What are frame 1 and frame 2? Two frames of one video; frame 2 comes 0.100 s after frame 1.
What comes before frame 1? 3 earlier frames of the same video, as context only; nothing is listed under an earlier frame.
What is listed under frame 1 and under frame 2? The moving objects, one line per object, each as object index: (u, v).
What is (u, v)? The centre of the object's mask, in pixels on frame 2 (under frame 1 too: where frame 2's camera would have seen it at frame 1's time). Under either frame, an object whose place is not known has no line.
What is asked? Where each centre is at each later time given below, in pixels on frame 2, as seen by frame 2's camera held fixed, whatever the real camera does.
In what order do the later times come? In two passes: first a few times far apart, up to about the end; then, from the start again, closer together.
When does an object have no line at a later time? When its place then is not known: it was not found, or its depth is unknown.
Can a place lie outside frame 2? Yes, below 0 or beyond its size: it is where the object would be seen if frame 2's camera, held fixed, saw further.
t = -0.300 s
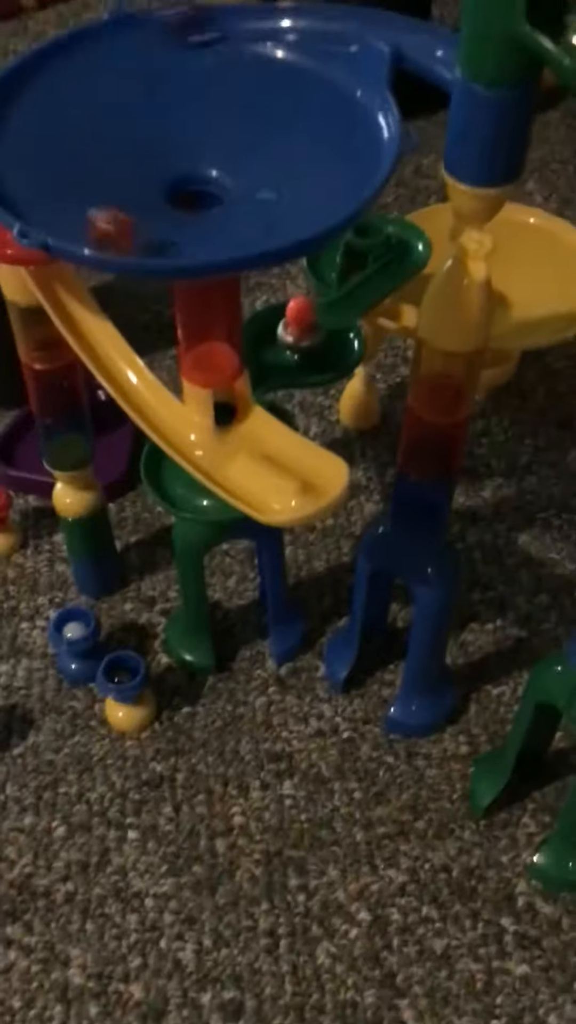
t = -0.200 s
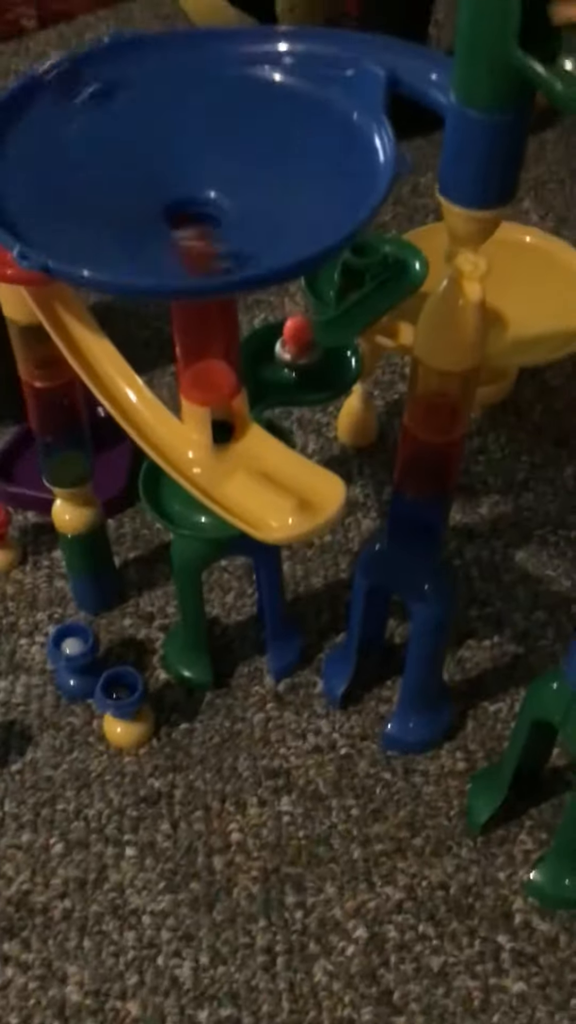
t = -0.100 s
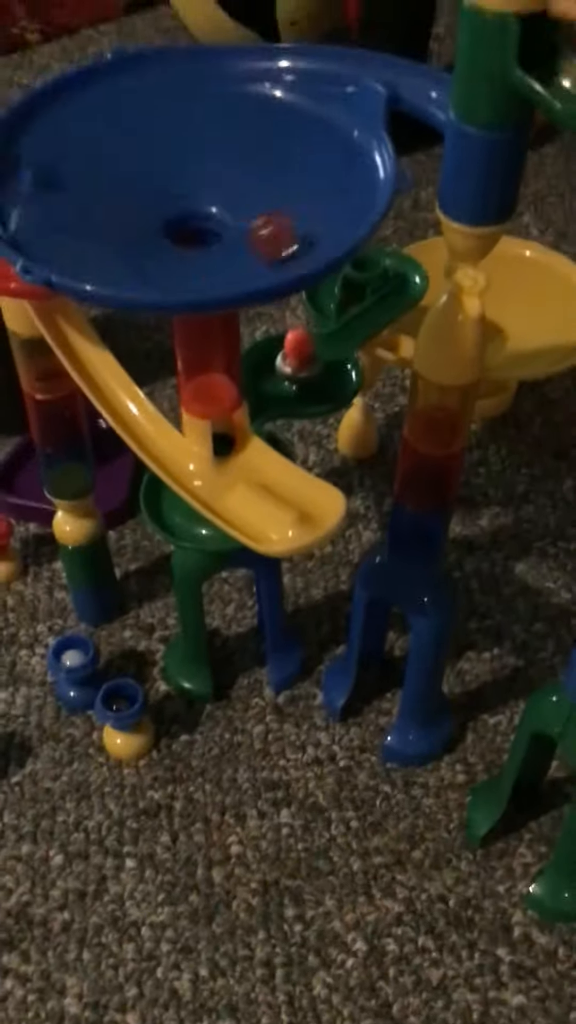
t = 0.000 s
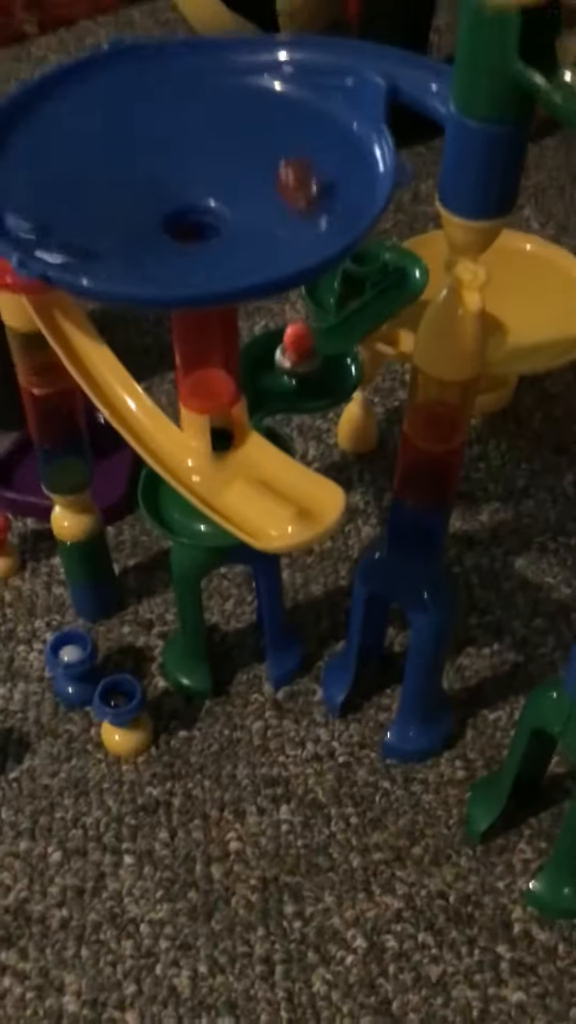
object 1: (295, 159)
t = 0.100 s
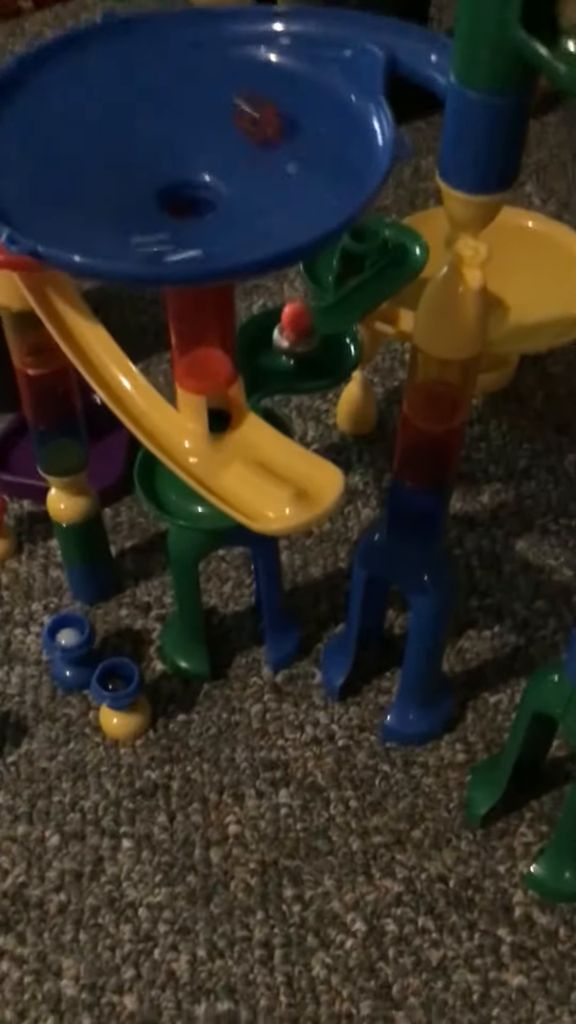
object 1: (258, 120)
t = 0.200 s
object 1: (176, 111)
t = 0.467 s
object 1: (104, 214)
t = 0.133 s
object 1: (237, 115)
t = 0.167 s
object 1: (208, 111)
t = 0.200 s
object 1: (176, 111)
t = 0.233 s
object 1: (148, 117)
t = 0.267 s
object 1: (125, 128)
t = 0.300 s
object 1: (103, 143)
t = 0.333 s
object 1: (89, 158)
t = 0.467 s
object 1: (104, 214)
